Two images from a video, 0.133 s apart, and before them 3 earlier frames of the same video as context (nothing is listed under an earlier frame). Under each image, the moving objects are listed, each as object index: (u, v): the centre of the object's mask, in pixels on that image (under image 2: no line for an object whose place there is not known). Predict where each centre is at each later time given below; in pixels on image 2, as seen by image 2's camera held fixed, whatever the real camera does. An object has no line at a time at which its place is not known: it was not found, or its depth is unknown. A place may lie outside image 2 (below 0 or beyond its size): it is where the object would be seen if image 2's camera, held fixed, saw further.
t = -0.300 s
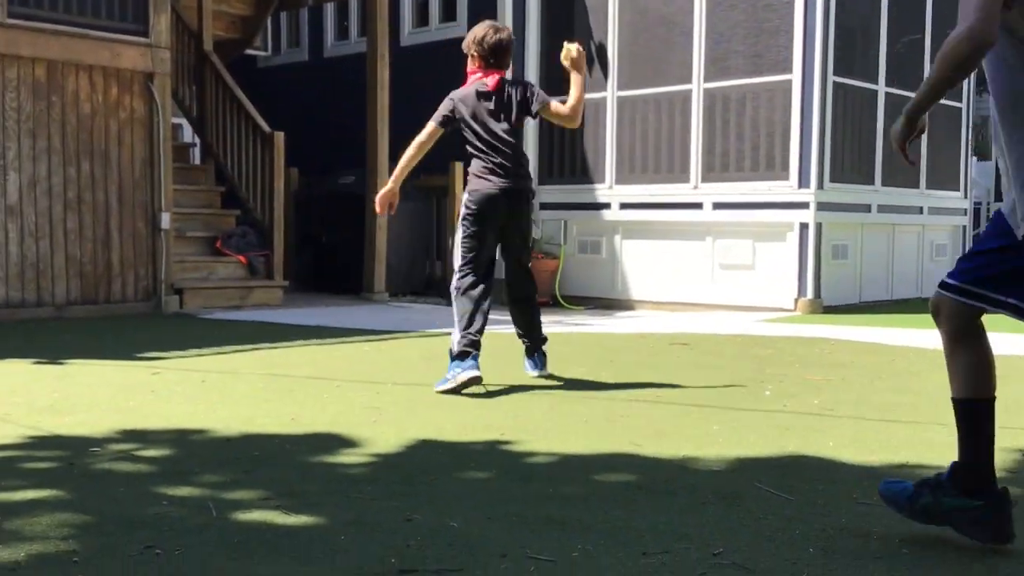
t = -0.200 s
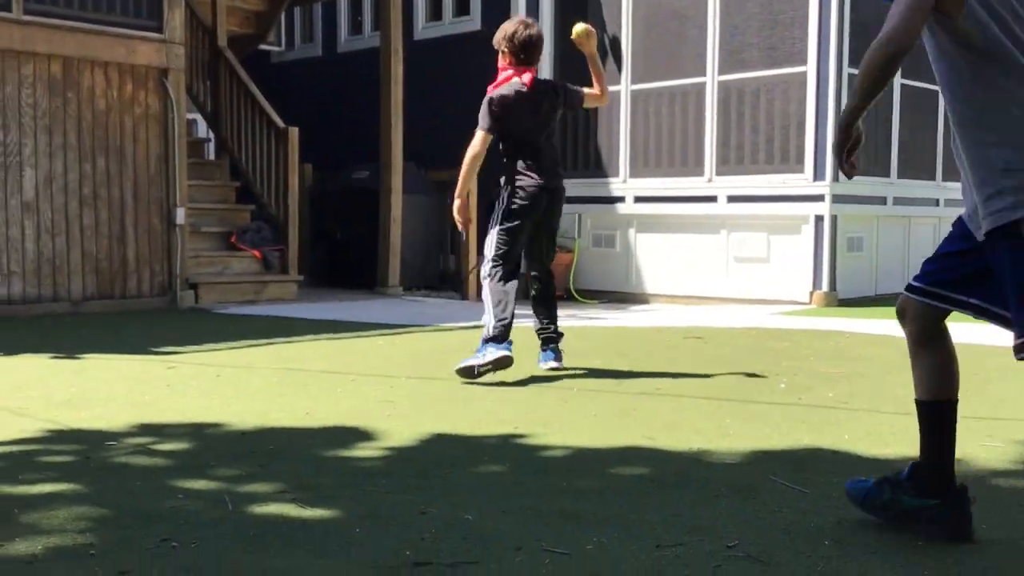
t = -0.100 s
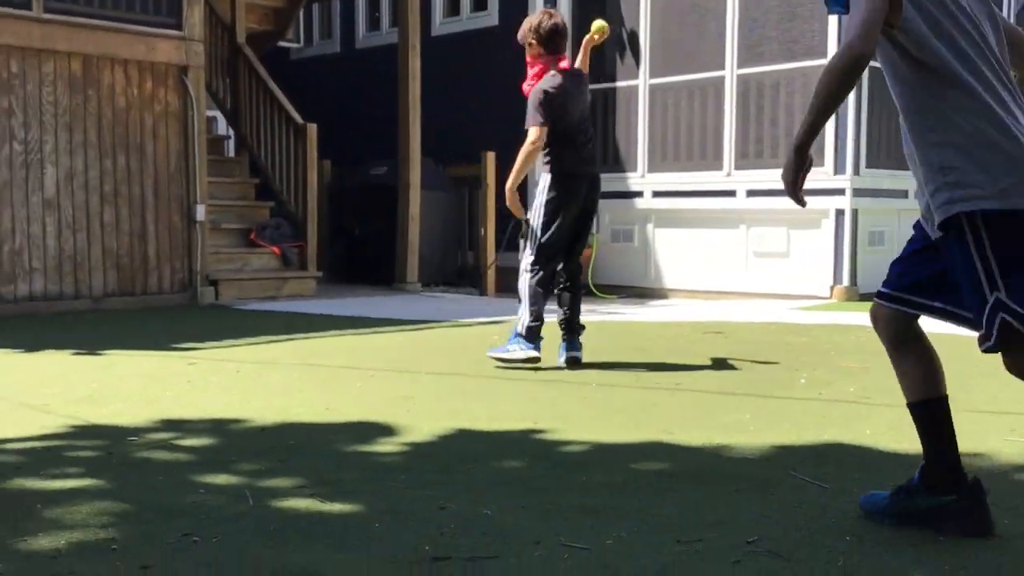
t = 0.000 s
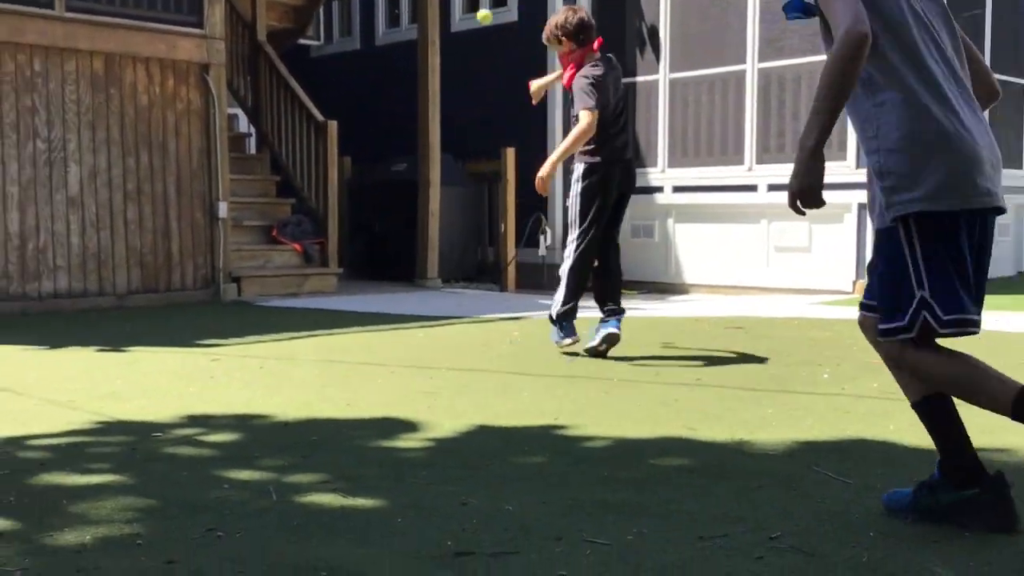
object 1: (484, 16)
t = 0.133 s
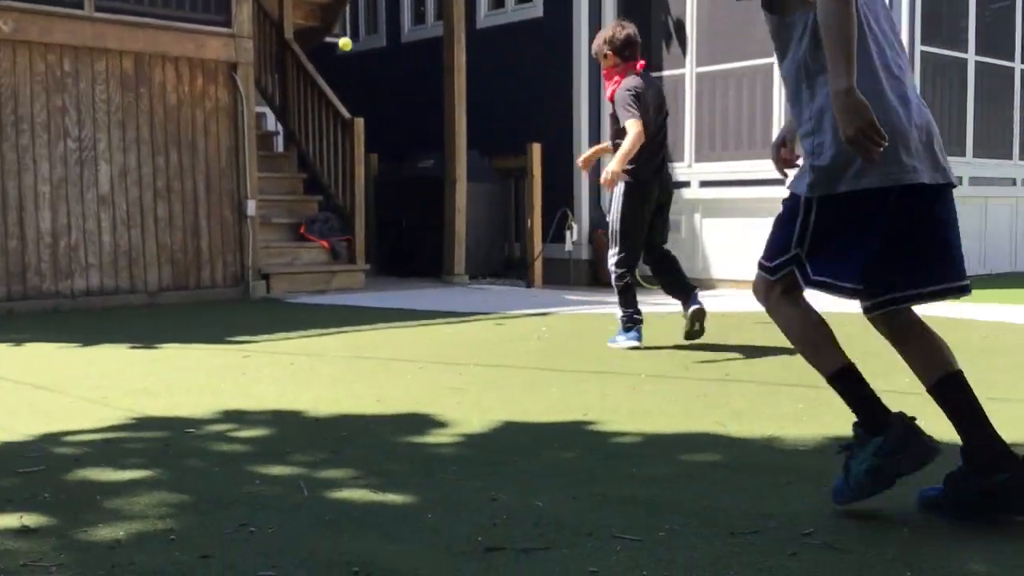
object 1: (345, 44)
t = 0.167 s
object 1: (312, 55)
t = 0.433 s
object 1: (189, 154)
